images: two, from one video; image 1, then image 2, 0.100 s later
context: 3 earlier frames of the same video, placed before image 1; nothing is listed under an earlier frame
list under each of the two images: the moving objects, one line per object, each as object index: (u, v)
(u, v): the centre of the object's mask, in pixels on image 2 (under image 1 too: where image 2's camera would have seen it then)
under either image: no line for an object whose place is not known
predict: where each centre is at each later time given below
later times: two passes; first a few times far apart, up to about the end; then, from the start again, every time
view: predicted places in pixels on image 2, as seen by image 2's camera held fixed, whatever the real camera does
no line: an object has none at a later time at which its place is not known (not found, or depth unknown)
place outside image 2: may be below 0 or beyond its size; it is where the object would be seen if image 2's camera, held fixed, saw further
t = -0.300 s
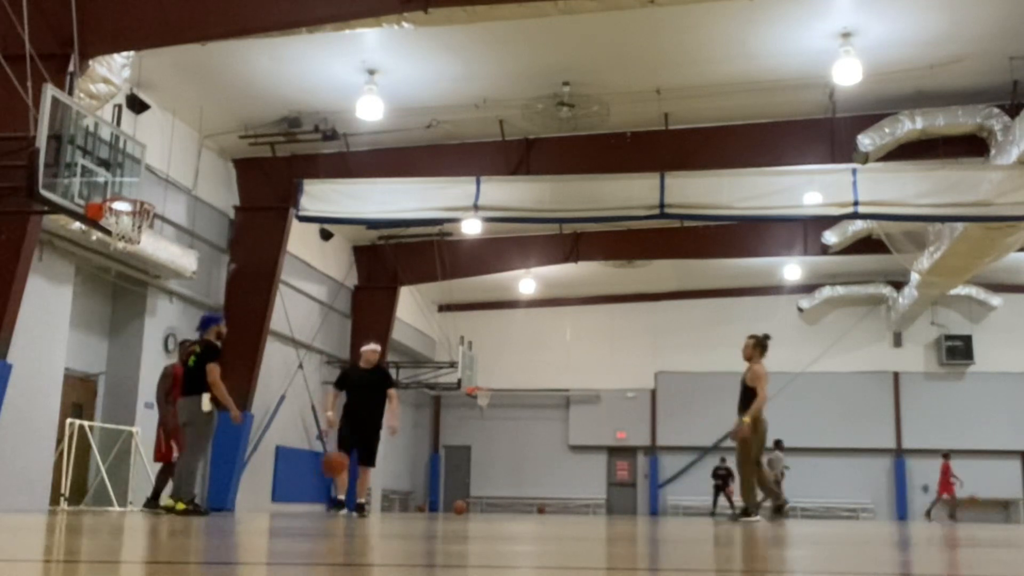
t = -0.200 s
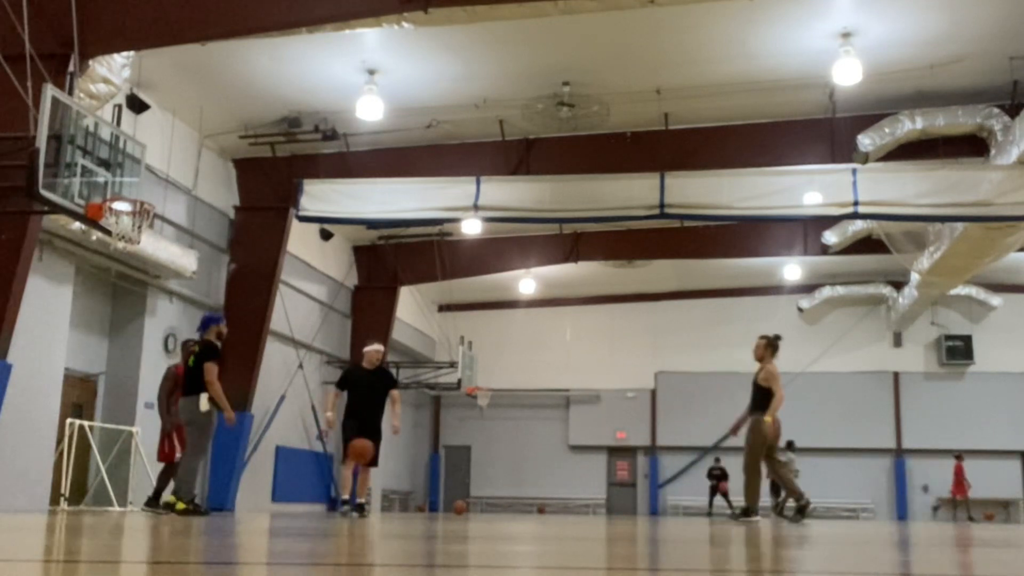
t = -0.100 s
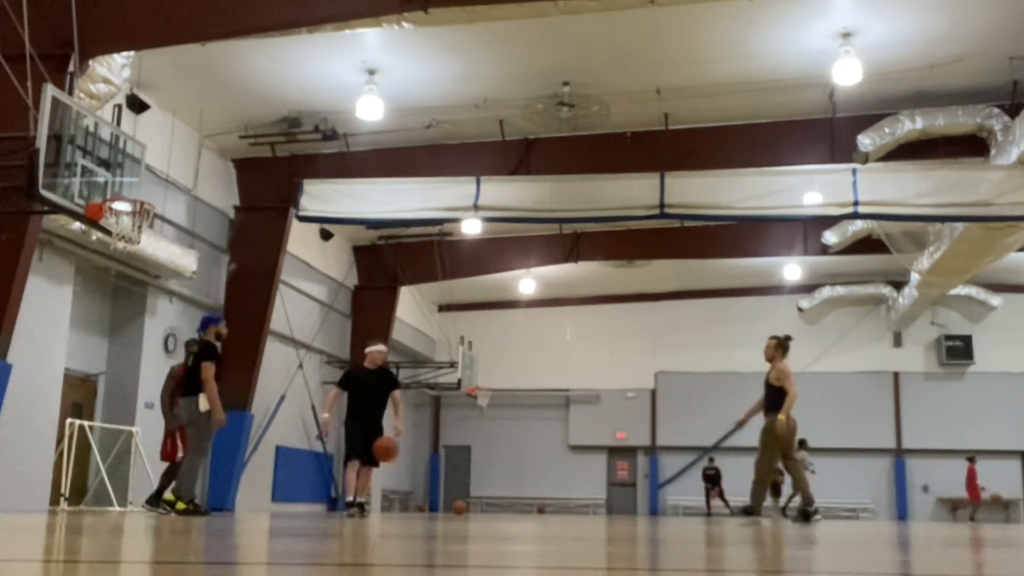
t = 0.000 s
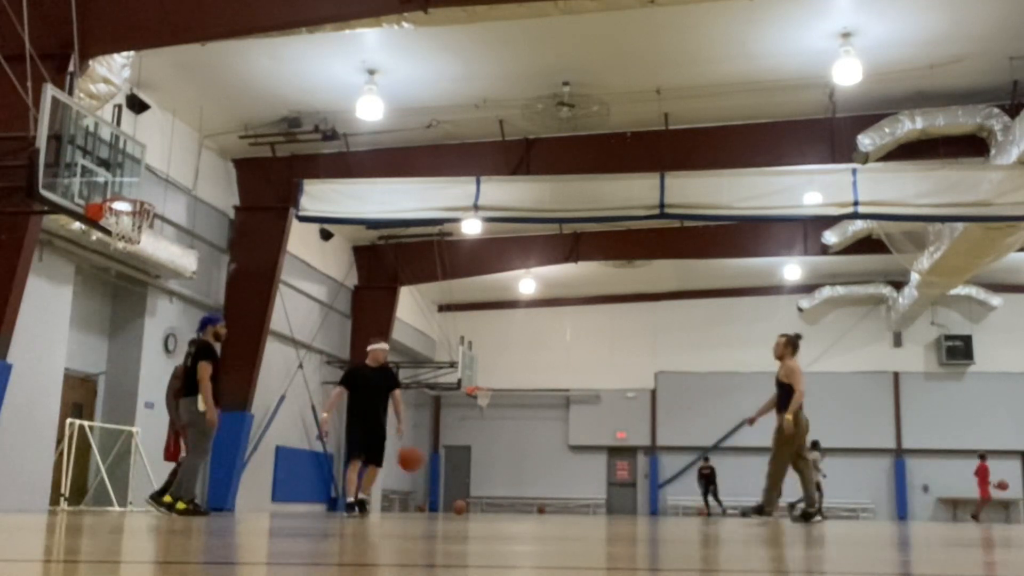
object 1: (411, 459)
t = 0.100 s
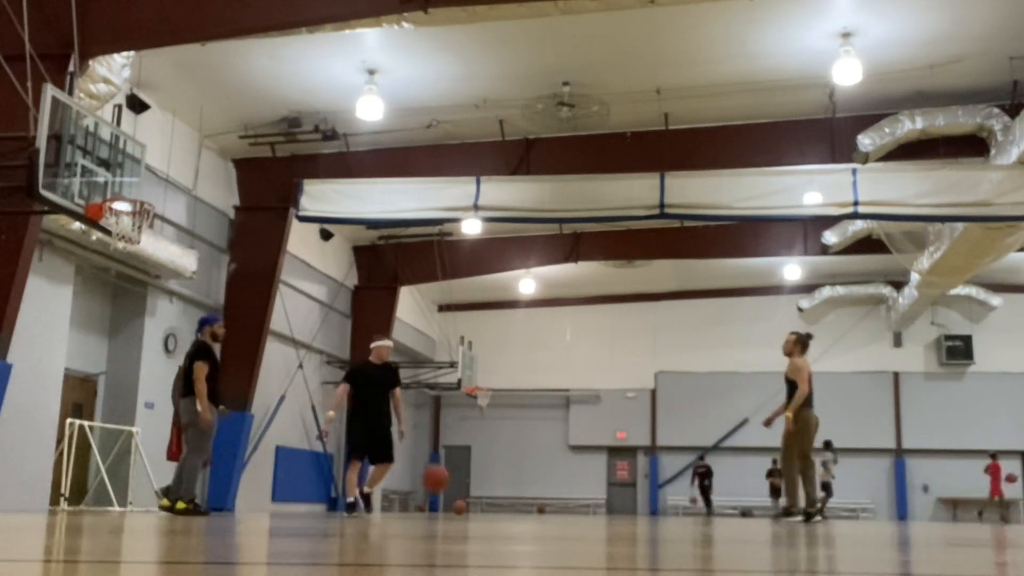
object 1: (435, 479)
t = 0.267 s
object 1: (477, 490)
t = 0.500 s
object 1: (537, 473)
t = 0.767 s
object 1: (606, 497)
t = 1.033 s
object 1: (675, 492)
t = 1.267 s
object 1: (734, 493)
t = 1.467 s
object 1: (786, 509)
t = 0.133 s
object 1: (444, 487)
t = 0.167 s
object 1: (452, 498)
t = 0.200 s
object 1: (460, 505)
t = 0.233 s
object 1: (468, 499)
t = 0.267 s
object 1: (477, 490)
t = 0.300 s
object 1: (486, 484)
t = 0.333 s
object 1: (495, 479)
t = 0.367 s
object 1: (503, 476)
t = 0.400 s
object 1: (512, 473)
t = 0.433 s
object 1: (521, 472)
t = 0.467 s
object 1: (529, 472)
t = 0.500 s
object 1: (537, 473)
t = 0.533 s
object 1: (546, 476)
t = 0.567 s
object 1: (555, 479)
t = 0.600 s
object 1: (564, 484)
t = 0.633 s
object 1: (572, 490)
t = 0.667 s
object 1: (581, 498)
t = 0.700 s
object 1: (589, 507)
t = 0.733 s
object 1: (598, 503)
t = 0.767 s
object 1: (606, 497)
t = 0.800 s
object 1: (614, 492)
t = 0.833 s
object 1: (622, 488)
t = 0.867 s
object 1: (631, 485)
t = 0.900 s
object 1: (640, 484)
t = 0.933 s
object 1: (649, 484)
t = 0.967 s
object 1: (658, 485)
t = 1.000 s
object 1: (666, 488)
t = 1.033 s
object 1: (675, 492)
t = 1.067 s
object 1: (683, 498)
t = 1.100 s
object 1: (692, 504)
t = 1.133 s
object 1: (701, 507)
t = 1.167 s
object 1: (709, 502)
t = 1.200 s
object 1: (717, 497)
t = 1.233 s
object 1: (726, 494)
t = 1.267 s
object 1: (734, 493)
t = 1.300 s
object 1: (743, 492)
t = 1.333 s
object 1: (751, 493)
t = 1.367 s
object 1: (760, 496)
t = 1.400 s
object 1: (769, 499)
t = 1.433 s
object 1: (778, 504)
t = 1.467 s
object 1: (786, 509)
